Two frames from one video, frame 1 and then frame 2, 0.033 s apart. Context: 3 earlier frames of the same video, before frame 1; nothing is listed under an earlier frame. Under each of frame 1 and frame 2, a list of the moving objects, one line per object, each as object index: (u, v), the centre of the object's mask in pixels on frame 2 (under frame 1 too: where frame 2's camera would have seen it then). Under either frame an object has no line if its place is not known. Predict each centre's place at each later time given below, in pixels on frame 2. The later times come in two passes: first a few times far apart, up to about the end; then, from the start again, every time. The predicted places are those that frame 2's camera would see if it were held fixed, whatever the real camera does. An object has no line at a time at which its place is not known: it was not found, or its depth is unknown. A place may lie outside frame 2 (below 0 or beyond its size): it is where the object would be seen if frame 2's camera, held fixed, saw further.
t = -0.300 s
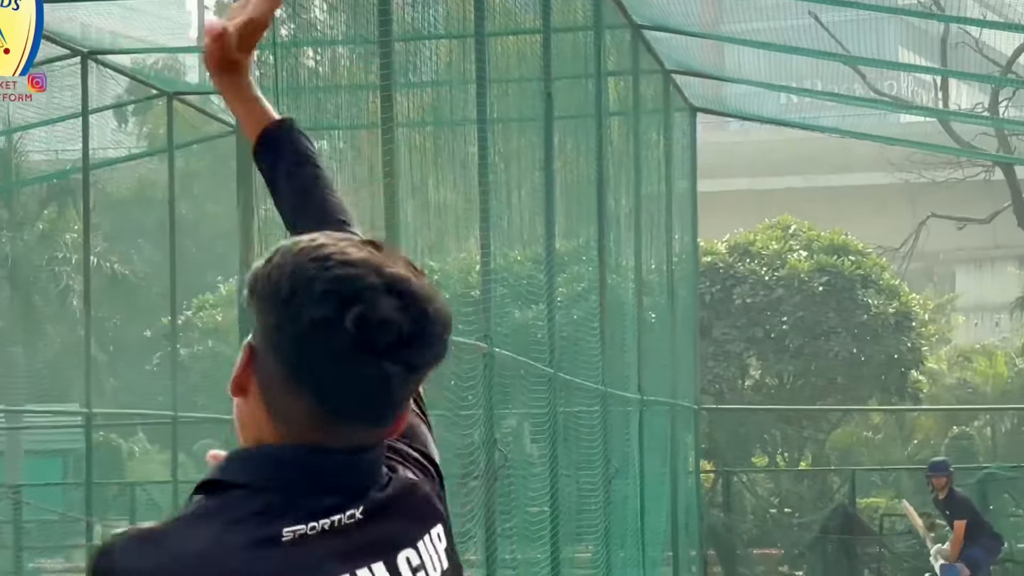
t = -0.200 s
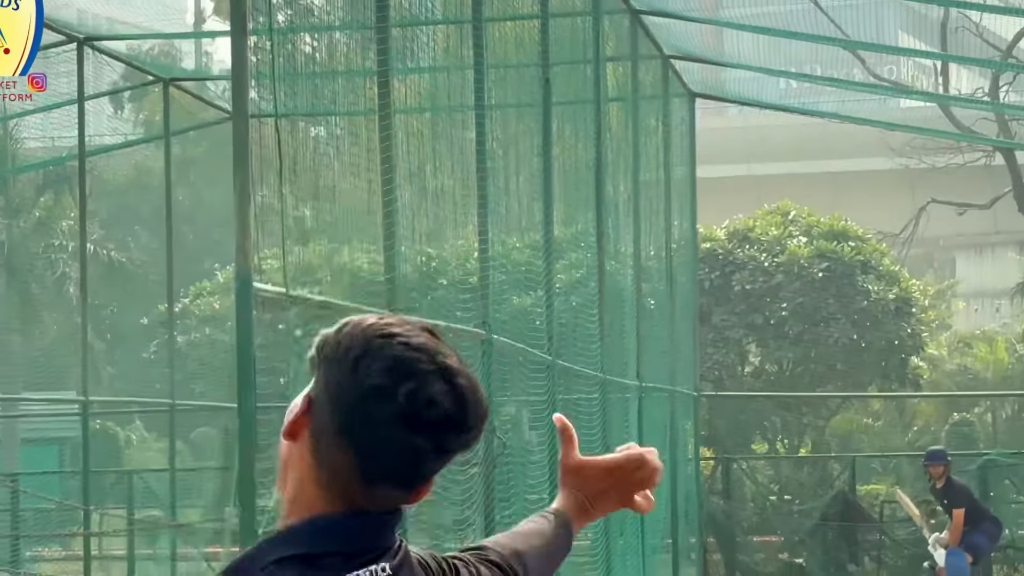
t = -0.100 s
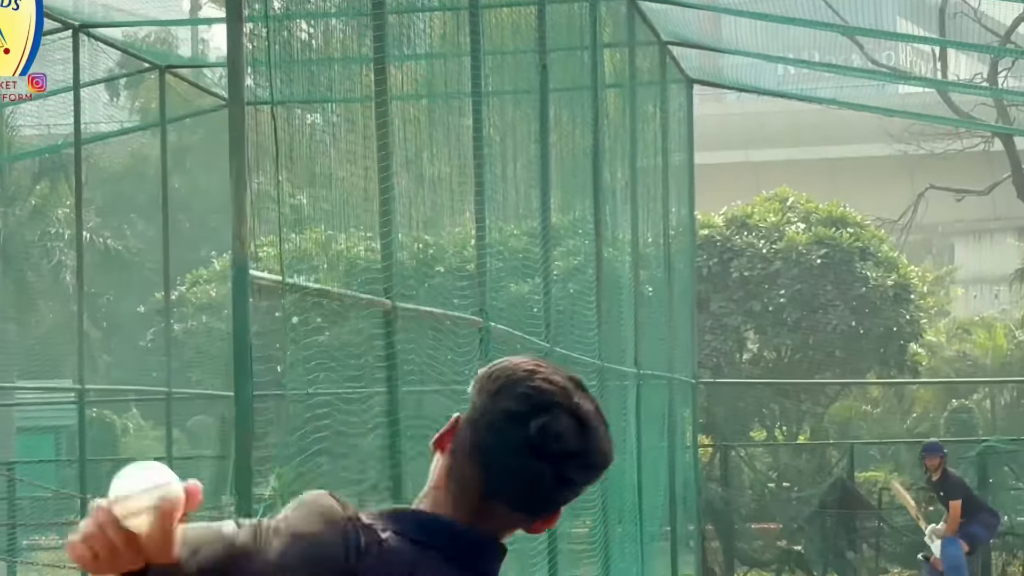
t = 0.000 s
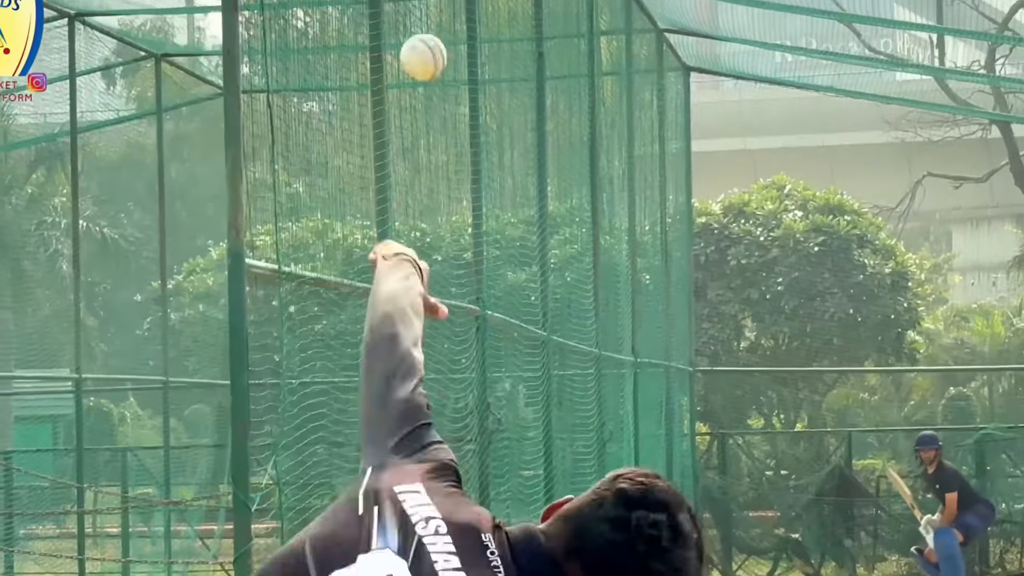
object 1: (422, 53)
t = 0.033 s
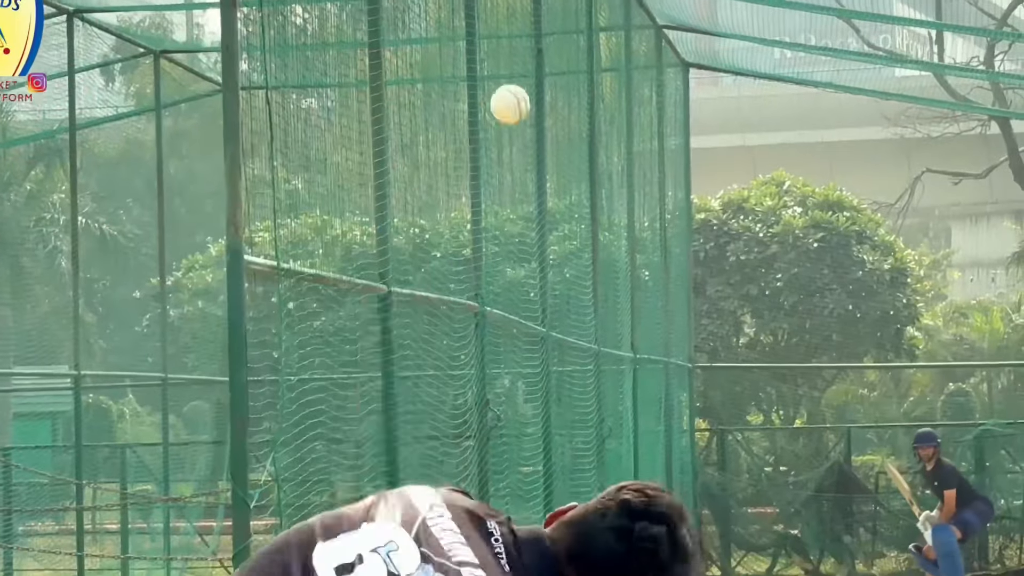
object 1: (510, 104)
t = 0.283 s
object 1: (792, 356)
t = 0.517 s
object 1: (899, 540)
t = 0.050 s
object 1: (545, 127)
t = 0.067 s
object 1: (576, 148)
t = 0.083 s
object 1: (603, 168)
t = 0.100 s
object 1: (627, 186)
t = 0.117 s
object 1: (649, 204)
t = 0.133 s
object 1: (669, 221)
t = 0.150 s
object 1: (687, 237)
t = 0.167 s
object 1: (704, 253)
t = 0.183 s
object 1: (719, 269)
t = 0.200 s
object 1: (733, 284)
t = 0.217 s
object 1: (747, 299)
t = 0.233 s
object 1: (759, 314)
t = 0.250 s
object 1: (771, 328)
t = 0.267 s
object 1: (782, 343)
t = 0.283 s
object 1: (792, 356)
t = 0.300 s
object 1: (802, 370)
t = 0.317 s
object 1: (811, 384)
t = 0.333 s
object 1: (820, 397)
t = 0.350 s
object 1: (829, 411)
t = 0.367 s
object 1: (837, 424)
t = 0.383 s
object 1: (845, 437)
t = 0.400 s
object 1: (852, 450)
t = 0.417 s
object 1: (859, 463)
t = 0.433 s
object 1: (867, 476)
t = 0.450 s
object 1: (874, 490)
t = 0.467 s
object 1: (880, 502)
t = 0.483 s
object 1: (886, 515)
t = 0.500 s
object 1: (893, 528)
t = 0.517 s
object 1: (899, 540)
